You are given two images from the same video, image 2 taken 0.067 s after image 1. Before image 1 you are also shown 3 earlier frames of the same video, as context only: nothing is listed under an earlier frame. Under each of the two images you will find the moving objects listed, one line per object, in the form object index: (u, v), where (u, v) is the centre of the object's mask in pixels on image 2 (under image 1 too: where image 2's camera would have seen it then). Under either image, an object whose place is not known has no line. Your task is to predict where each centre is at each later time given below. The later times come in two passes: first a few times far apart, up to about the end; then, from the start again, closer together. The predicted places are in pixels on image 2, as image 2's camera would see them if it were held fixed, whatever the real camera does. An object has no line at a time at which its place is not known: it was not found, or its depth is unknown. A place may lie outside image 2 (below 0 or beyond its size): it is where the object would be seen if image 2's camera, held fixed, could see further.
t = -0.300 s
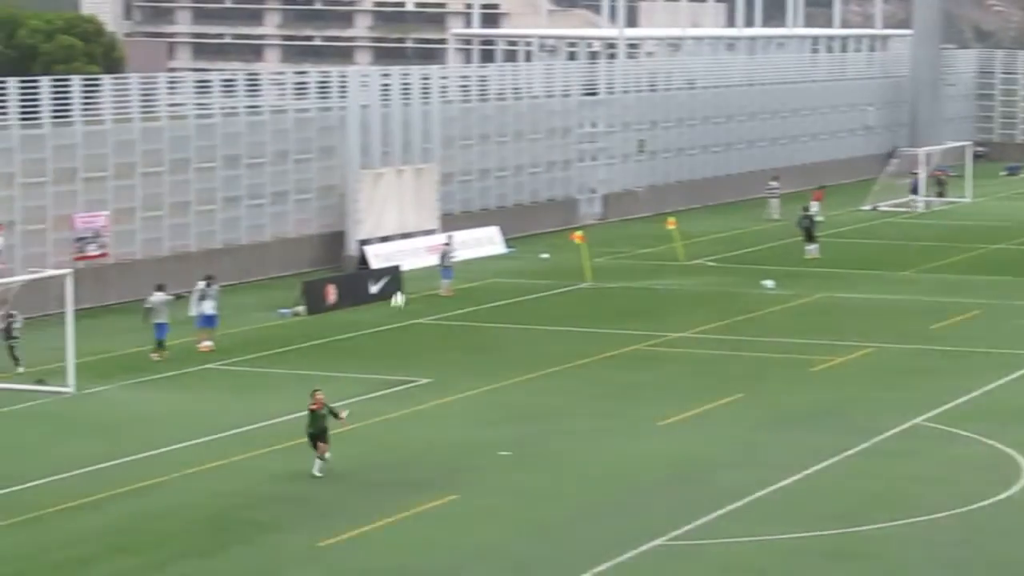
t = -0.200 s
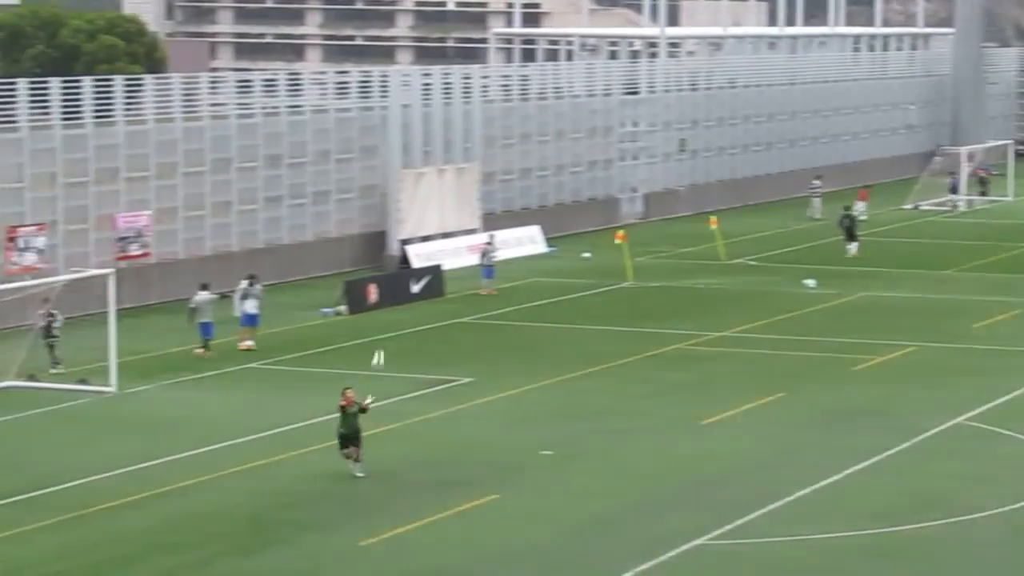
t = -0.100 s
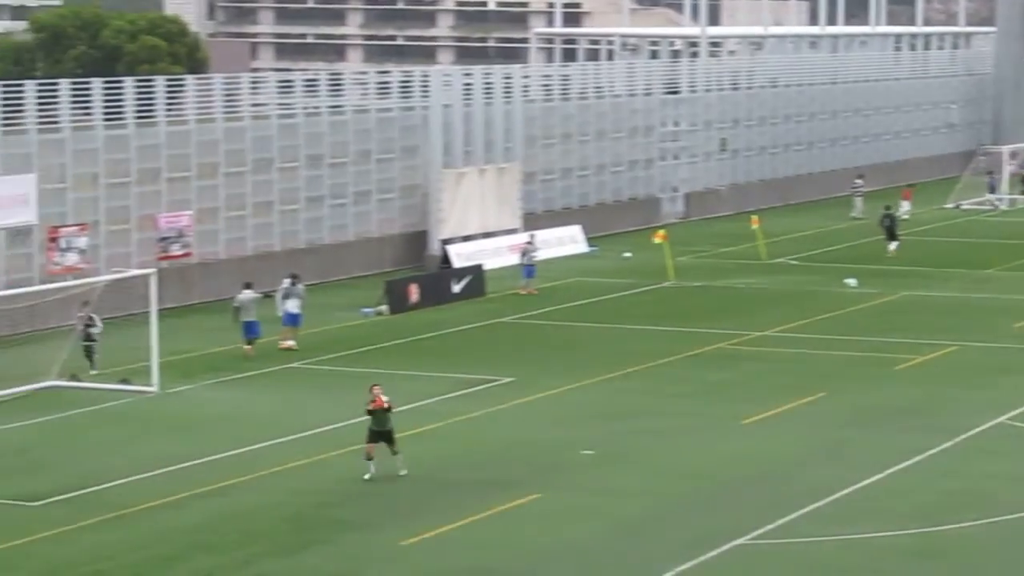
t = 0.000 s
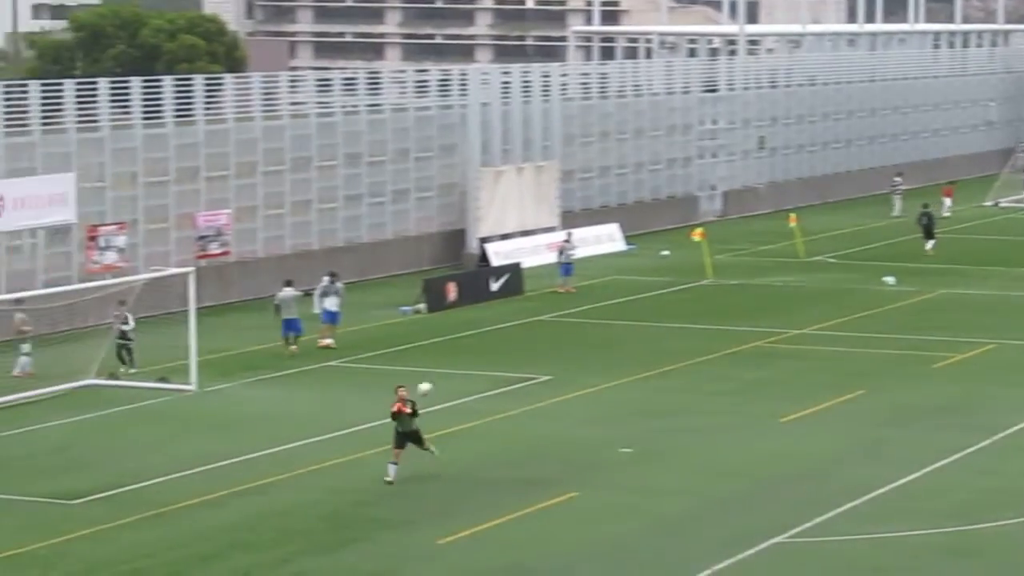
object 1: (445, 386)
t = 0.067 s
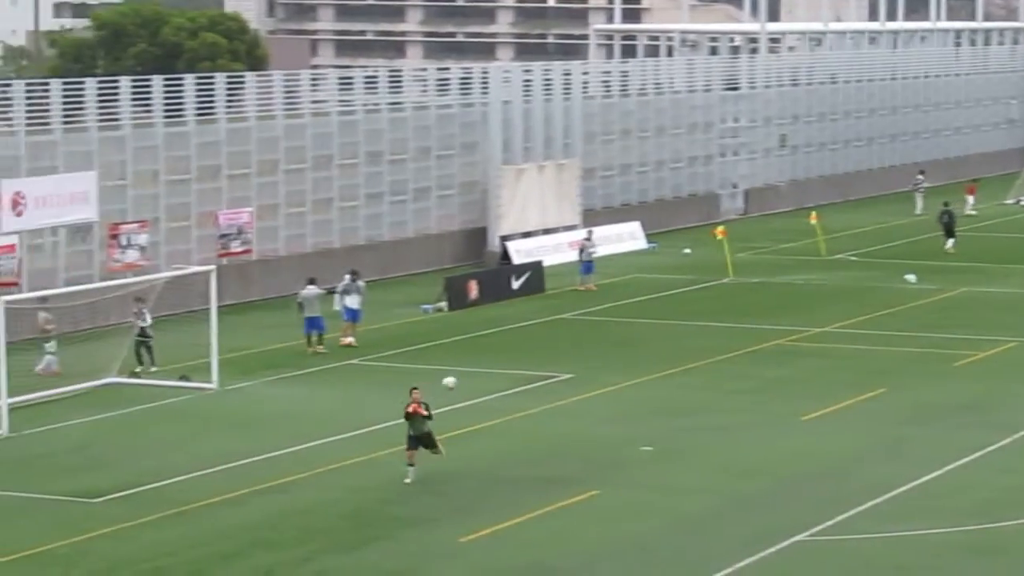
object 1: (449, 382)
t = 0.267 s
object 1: (462, 385)
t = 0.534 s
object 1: (478, 426)
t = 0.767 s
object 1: (492, 499)
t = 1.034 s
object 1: (518, 450)
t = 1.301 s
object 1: (543, 443)
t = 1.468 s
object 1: (558, 461)
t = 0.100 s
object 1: (451, 382)
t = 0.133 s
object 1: (453, 381)
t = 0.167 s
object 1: (456, 381)
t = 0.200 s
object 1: (458, 382)
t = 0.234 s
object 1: (460, 383)
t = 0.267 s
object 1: (462, 385)
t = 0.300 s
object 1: (464, 388)
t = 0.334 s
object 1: (466, 391)
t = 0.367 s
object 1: (468, 396)
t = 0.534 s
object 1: (478, 426)
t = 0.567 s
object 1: (480, 435)
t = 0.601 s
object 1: (482, 444)
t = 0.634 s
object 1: (484, 454)
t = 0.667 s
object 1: (486, 464)
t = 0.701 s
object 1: (488, 476)
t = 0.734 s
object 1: (490, 487)
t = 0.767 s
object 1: (492, 499)
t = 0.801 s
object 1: (496, 492)
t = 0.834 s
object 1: (499, 484)
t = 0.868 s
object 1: (502, 477)
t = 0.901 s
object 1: (505, 470)
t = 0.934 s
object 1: (509, 465)
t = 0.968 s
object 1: (512, 458)
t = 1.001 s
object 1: (515, 453)
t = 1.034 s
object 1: (518, 450)
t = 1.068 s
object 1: (521, 447)
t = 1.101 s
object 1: (524, 445)
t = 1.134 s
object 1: (527, 442)
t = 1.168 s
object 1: (531, 442)
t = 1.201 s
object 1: (534, 440)
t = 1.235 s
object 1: (537, 441)
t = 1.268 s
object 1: (540, 442)
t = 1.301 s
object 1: (543, 443)
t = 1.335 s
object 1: (546, 446)
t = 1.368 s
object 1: (549, 448)
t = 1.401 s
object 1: (552, 453)
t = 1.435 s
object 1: (555, 455)
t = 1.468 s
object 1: (558, 461)
